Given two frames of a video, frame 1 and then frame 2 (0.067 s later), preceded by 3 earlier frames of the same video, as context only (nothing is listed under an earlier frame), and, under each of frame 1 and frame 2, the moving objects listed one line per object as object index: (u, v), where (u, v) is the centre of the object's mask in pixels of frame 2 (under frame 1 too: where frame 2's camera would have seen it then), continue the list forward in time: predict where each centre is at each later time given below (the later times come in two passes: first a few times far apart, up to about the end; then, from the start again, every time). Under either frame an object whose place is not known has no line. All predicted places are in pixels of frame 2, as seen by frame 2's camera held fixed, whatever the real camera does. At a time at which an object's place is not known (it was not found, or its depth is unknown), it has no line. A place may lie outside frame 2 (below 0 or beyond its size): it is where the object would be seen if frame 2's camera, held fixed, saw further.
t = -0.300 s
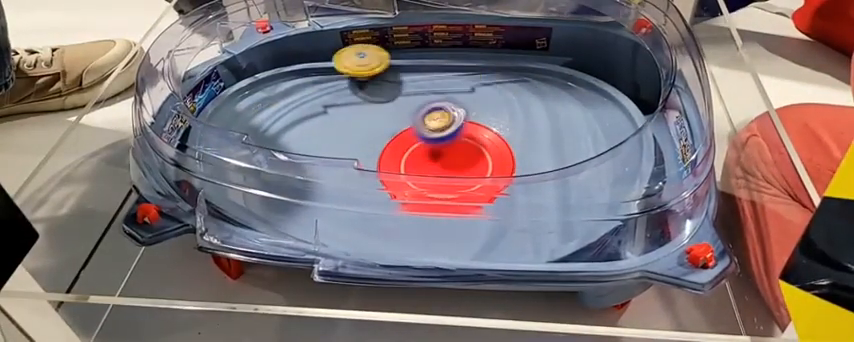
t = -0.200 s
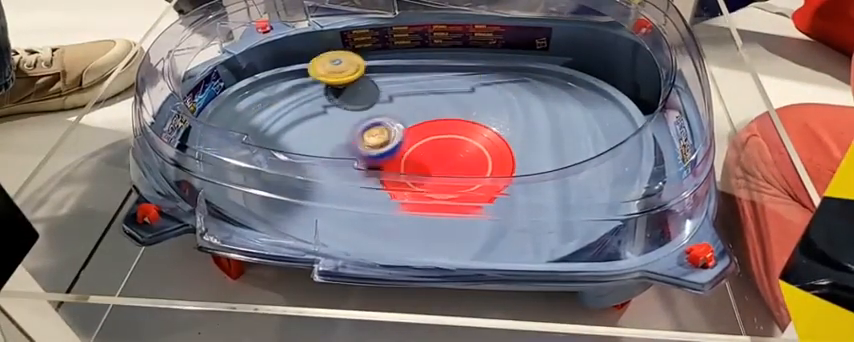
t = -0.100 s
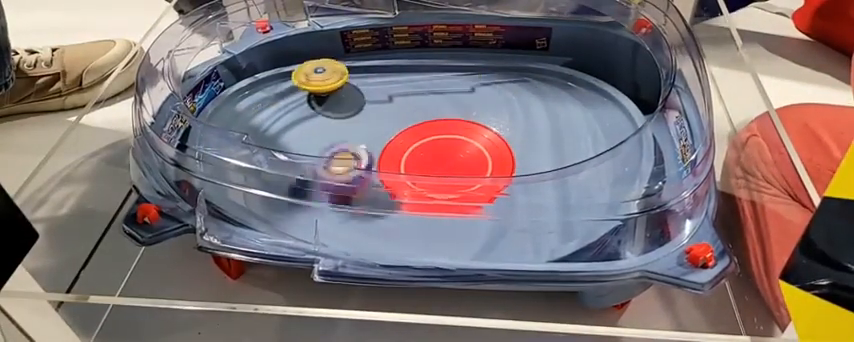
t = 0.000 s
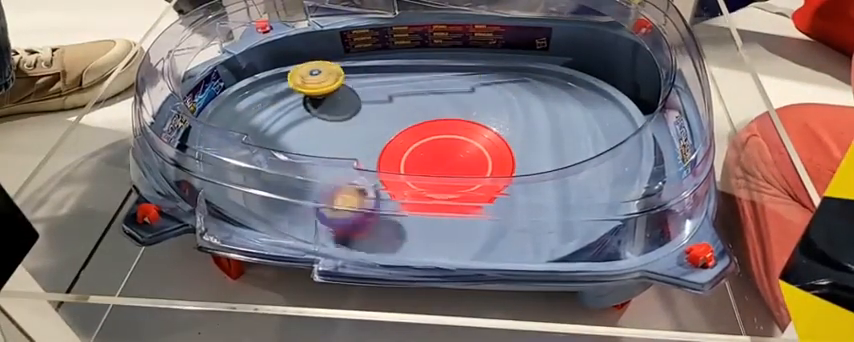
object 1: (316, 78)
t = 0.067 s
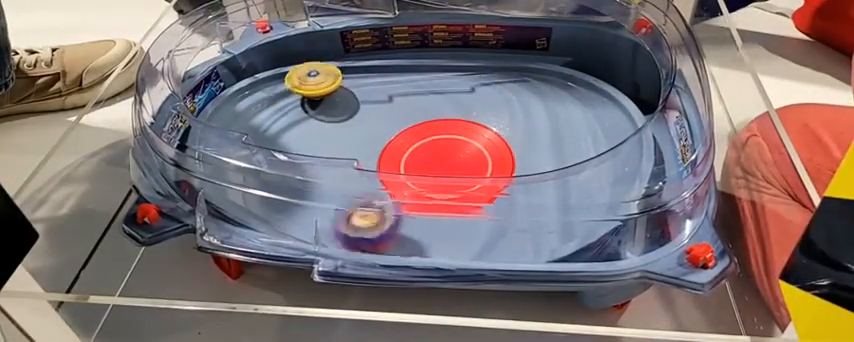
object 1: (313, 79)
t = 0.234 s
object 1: (311, 81)
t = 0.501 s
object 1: (311, 89)
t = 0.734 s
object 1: (315, 99)
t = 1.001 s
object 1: (324, 113)
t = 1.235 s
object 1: (304, 151)
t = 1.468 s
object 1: (308, 187)
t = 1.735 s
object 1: (333, 212)
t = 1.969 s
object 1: (356, 218)
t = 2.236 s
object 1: (387, 217)
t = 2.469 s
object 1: (409, 211)
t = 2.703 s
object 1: (443, 204)
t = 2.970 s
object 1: (573, 138)
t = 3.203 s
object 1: (590, 112)
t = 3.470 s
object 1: (587, 110)
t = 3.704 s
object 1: (591, 109)
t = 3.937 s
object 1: (590, 118)
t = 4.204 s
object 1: (555, 129)
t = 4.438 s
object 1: (487, 130)
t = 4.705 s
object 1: (341, 112)
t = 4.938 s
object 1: (316, 124)
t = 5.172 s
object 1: (329, 125)
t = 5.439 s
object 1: (334, 128)
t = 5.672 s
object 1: (295, 138)
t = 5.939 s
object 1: (299, 153)
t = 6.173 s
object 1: (320, 161)
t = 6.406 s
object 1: (365, 174)
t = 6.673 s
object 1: (491, 179)
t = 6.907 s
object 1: (477, 107)
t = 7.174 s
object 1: (404, 89)
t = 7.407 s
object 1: (294, 103)
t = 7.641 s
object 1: (249, 117)
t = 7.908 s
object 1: (273, 128)
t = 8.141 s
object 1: (288, 125)
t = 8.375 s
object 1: (326, 131)
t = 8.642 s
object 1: (409, 172)
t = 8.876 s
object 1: (544, 194)
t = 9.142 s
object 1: (604, 155)
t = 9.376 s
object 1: (593, 151)
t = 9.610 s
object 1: (589, 147)
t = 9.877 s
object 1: (577, 144)
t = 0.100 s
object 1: (313, 80)
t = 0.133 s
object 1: (313, 80)
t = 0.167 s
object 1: (313, 81)
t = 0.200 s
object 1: (312, 81)
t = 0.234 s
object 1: (311, 81)
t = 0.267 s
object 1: (311, 82)
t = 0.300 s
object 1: (311, 83)
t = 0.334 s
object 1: (311, 84)
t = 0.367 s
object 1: (311, 85)
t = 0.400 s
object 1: (310, 85)
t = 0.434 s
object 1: (311, 87)
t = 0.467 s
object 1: (311, 88)
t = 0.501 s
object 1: (311, 89)
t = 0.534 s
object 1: (311, 91)
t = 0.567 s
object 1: (312, 92)
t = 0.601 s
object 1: (312, 94)
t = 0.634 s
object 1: (313, 95)
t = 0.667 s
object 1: (314, 96)
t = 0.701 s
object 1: (315, 98)
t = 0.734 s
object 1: (315, 99)
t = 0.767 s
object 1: (316, 100)
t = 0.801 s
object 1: (318, 101)
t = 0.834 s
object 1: (319, 103)
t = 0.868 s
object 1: (320, 104)
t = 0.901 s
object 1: (321, 106)
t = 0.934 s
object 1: (322, 108)
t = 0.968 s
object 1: (323, 110)
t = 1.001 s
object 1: (324, 113)
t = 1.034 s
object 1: (325, 116)
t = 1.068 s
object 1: (327, 119)
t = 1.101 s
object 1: (326, 123)
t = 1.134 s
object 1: (315, 129)
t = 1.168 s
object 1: (309, 136)
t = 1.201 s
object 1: (305, 143)
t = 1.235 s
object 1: (304, 151)
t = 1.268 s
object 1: (304, 157)
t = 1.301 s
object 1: (305, 163)
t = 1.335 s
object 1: (304, 170)
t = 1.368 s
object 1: (305, 175)
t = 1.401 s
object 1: (306, 181)
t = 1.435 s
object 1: (307, 184)
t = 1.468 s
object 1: (308, 187)
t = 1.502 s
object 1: (311, 190)
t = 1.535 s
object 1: (313, 193)
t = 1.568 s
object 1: (316, 196)
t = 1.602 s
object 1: (319, 200)
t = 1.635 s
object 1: (323, 204)
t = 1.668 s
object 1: (326, 207)
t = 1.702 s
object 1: (329, 210)
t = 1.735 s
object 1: (333, 212)
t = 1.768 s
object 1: (338, 214)
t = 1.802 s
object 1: (341, 215)
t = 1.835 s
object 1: (344, 216)
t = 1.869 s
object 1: (348, 217)
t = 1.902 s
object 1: (350, 217)
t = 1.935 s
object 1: (353, 217)
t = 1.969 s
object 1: (356, 218)
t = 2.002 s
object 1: (360, 218)
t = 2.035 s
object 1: (364, 218)
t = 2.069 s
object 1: (368, 218)
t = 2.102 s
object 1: (372, 217)
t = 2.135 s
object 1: (375, 217)
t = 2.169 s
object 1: (379, 218)
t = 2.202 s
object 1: (383, 218)
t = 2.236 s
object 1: (387, 217)
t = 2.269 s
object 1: (390, 216)
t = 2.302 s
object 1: (394, 216)
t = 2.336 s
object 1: (397, 215)
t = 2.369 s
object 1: (400, 214)
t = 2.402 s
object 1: (403, 213)
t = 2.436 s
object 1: (406, 212)
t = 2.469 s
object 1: (409, 211)
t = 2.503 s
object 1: (413, 211)
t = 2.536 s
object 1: (416, 210)
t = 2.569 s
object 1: (421, 209)
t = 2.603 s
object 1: (425, 208)
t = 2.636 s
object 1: (430, 207)
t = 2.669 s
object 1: (436, 205)
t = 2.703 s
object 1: (443, 204)
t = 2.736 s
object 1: (457, 200)
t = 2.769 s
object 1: (484, 195)
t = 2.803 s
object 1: (508, 188)
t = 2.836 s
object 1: (529, 176)
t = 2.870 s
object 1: (546, 165)
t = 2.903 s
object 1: (558, 155)
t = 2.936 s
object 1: (566, 144)
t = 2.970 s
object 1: (573, 138)
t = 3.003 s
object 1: (578, 131)
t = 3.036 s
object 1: (582, 126)
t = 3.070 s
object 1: (585, 121)
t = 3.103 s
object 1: (587, 118)
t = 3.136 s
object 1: (589, 115)
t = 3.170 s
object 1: (590, 113)
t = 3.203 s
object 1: (590, 112)
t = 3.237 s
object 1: (590, 111)
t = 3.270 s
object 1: (591, 110)
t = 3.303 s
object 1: (590, 110)
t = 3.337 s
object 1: (590, 110)
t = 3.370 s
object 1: (589, 110)
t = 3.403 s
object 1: (588, 110)
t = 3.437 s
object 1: (588, 110)
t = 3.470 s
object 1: (587, 110)
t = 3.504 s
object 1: (587, 109)
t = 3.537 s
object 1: (587, 109)
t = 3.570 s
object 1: (587, 109)
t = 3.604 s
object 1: (586, 109)
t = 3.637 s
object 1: (584, 109)
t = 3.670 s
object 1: (583, 110)
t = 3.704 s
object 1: (591, 109)
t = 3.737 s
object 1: (604, 109)
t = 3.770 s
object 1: (608, 109)
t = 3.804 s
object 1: (605, 111)
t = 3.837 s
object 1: (600, 114)
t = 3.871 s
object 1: (595, 115)
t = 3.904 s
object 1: (593, 116)
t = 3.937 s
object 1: (590, 118)
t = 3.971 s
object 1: (587, 119)
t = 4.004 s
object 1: (584, 120)
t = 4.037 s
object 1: (580, 122)
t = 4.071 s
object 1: (576, 124)
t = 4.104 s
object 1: (571, 125)
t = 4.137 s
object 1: (565, 126)
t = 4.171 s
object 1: (560, 127)
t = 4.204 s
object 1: (555, 129)
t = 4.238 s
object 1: (548, 131)
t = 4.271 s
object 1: (541, 131)
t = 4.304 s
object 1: (533, 132)
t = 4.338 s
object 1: (524, 132)
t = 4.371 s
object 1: (513, 133)
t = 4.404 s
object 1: (501, 132)
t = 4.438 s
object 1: (487, 130)
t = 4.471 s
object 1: (469, 126)
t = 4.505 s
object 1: (449, 121)
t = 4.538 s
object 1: (426, 115)
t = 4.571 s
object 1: (403, 111)
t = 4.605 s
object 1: (382, 109)
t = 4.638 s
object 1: (365, 109)
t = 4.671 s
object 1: (351, 110)
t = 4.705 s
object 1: (341, 112)
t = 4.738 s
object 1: (334, 115)
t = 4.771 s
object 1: (328, 117)
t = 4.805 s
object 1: (324, 119)
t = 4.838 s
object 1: (321, 121)
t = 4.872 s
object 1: (318, 123)
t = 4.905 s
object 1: (317, 124)
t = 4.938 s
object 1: (316, 124)
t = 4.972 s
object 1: (316, 124)
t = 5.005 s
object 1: (318, 124)
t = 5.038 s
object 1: (319, 124)
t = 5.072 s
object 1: (321, 124)
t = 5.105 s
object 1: (323, 124)
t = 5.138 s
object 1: (326, 124)
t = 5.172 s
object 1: (329, 125)
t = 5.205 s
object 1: (330, 125)
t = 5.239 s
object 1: (331, 125)
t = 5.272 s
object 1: (332, 126)
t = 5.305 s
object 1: (332, 127)
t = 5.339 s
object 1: (332, 127)
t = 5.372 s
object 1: (332, 127)
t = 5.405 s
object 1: (332, 127)
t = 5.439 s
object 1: (334, 128)
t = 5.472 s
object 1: (334, 128)
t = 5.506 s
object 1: (334, 129)
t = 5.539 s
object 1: (316, 132)
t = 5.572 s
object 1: (305, 134)
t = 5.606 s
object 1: (297, 136)
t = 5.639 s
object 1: (295, 137)
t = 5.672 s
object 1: (295, 138)
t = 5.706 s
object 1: (296, 139)
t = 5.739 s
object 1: (296, 140)
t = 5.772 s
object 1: (294, 148)
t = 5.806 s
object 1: (294, 149)
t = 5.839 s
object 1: (295, 149)
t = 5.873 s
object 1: (296, 151)
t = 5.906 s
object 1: (297, 152)
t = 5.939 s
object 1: (299, 153)
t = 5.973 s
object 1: (301, 154)
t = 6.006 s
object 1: (304, 155)
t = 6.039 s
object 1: (307, 156)
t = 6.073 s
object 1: (310, 157)
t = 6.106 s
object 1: (313, 158)
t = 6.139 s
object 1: (317, 160)
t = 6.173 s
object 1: (320, 161)
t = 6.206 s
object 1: (325, 162)
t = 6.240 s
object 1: (330, 165)
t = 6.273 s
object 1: (335, 166)
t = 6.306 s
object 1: (341, 168)
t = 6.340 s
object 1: (348, 170)
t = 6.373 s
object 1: (356, 172)
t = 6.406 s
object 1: (365, 174)
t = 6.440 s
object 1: (376, 179)
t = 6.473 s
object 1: (389, 181)
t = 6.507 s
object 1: (403, 184)
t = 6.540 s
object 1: (418, 186)
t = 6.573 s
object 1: (439, 187)
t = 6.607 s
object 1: (464, 186)
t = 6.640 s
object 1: (490, 180)
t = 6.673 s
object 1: (491, 179)
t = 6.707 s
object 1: (489, 177)
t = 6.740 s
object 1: (489, 173)
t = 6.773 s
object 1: (489, 164)
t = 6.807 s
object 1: (489, 154)
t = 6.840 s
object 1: (489, 140)
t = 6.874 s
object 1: (485, 123)
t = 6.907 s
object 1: (477, 107)
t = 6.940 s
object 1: (466, 94)
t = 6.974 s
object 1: (456, 86)
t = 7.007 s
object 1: (447, 83)
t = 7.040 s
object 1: (437, 81)
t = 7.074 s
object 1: (428, 83)
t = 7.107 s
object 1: (421, 84)
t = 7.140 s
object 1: (412, 87)
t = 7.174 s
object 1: (404, 89)
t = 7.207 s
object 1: (396, 92)
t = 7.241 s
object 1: (389, 95)
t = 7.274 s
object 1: (382, 98)
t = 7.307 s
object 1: (357, 98)
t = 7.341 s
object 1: (333, 99)
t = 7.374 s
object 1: (313, 101)
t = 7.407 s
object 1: (294, 103)
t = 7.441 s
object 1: (279, 104)
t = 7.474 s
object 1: (264, 106)
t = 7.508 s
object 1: (252, 107)
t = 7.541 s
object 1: (244, 106)
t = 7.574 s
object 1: (241, 109)
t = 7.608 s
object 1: (244, 115)
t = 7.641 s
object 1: (249, 117)
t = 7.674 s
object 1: (255, 118)
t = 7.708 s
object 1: (260, 120)
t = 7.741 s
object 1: (264, 122)
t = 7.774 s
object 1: (268, 124)
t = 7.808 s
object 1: (271, 126)
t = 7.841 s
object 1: (272, 127)
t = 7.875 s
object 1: (273, 128)
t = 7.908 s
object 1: (273, 128)
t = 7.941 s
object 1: (274, 127)
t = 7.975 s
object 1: (275, 127)
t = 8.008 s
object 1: (276, 126)
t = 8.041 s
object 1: (278, 126)
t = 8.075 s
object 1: (280, 126)
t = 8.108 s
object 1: (284, 125)
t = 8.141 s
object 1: (288, 125)
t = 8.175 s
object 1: (292, 125)
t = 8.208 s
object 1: (297, 125)
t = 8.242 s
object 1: (302, 126)
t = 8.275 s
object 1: (307, 126)
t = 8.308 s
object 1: (313, 128)
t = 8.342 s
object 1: (319, 129)
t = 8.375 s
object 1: (326, 131)
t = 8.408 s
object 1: (334, 133)
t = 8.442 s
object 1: (342, 136)
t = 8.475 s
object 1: (351, 138)
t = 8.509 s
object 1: (360, 145)
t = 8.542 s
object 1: (371, 151)
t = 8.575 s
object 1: (382, 156)
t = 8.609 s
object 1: (393, 163)
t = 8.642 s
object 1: (409, 172)
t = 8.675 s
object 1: (426, 182)
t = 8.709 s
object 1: (446, 190)
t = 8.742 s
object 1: (471, 195)
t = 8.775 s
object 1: (492, 198)
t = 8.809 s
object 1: (512, 199)
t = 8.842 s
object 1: (530, 198)
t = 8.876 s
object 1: (544, 194)
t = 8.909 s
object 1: (557, 189)
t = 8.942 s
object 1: (568, 183)
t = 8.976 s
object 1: (578, 176)
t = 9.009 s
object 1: (586, 170)
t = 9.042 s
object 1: (593, 166)
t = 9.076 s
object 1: (598, 162)
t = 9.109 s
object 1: (601, 158)
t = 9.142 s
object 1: (604, 155)
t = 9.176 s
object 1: (606, 153)
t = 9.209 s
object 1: (603, 152)
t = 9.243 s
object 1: (600, 150)
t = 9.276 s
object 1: (597, 150)
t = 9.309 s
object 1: (596, 150)
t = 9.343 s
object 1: (595, 151)
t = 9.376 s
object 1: (593, 151)
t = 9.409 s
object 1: (591, 151)
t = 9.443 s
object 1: (590, 151)
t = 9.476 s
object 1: (589, 150)
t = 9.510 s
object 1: (589, 150)
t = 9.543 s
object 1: (590, 149)
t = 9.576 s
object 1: (589, 148)
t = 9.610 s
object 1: (589, 147)
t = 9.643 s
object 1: (589, 147)
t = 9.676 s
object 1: (588, 146)
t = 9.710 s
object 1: (587, 146)
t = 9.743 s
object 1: (585, 145)
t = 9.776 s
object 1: (583, 145)
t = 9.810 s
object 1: (582, 145)
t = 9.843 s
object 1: (579, 145)
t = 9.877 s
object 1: (577, 144)
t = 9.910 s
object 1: (572, 141)
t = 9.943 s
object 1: (568, 140)
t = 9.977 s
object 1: (564, 139)
